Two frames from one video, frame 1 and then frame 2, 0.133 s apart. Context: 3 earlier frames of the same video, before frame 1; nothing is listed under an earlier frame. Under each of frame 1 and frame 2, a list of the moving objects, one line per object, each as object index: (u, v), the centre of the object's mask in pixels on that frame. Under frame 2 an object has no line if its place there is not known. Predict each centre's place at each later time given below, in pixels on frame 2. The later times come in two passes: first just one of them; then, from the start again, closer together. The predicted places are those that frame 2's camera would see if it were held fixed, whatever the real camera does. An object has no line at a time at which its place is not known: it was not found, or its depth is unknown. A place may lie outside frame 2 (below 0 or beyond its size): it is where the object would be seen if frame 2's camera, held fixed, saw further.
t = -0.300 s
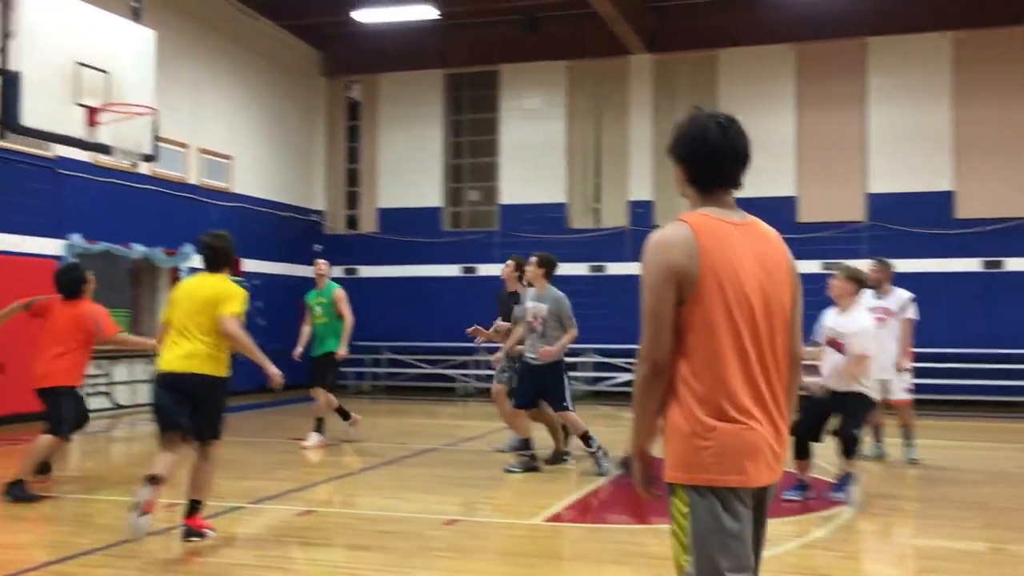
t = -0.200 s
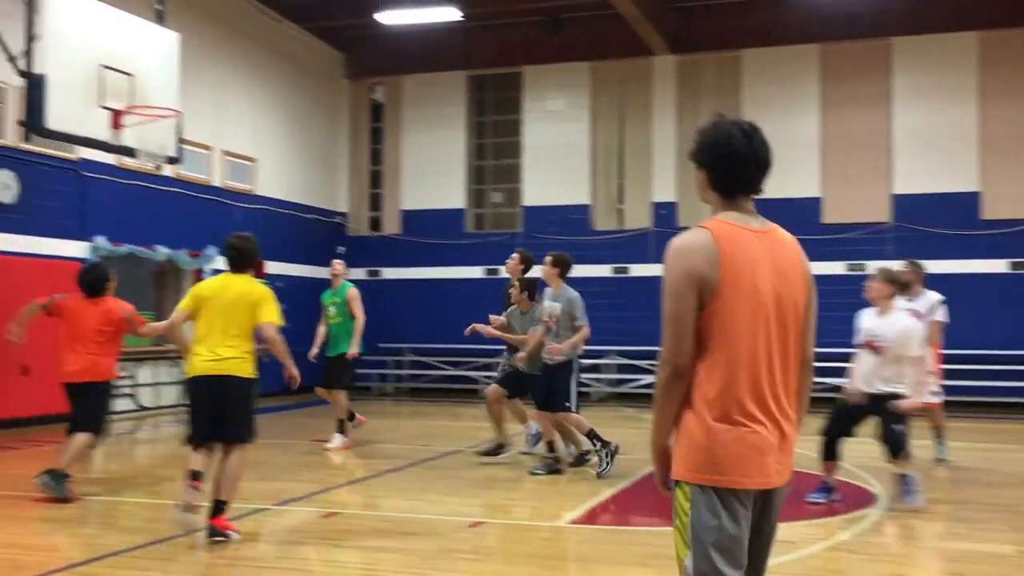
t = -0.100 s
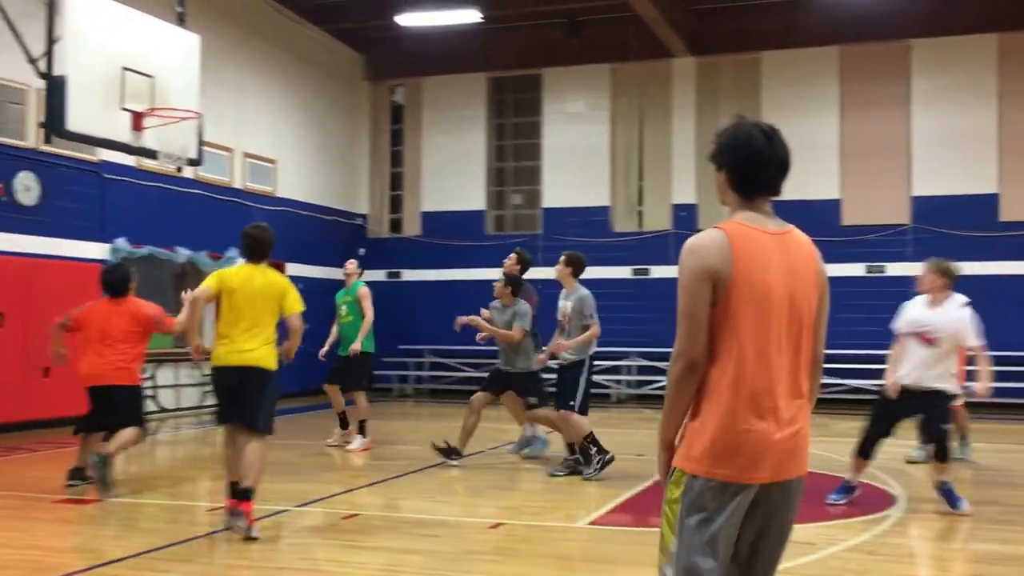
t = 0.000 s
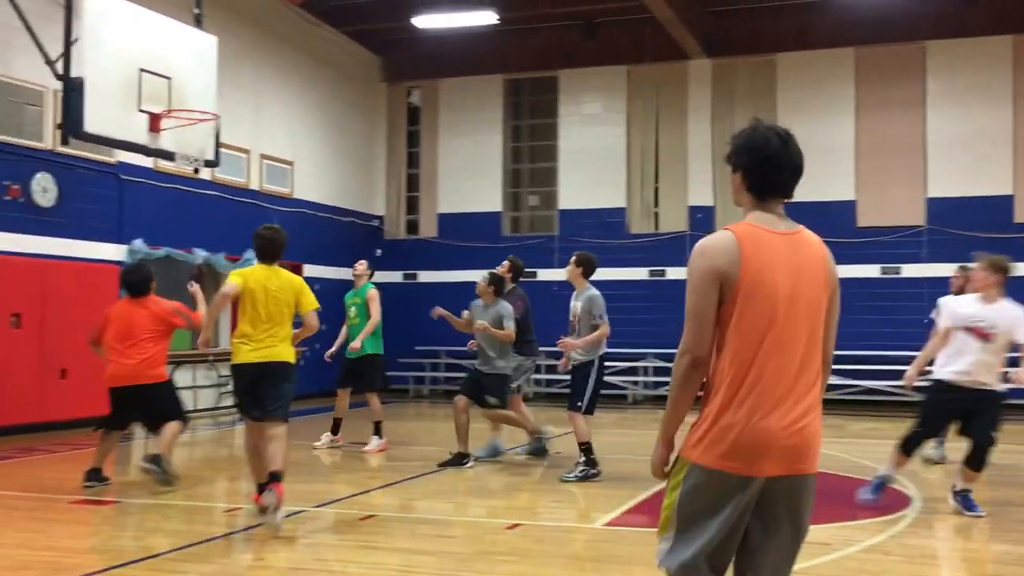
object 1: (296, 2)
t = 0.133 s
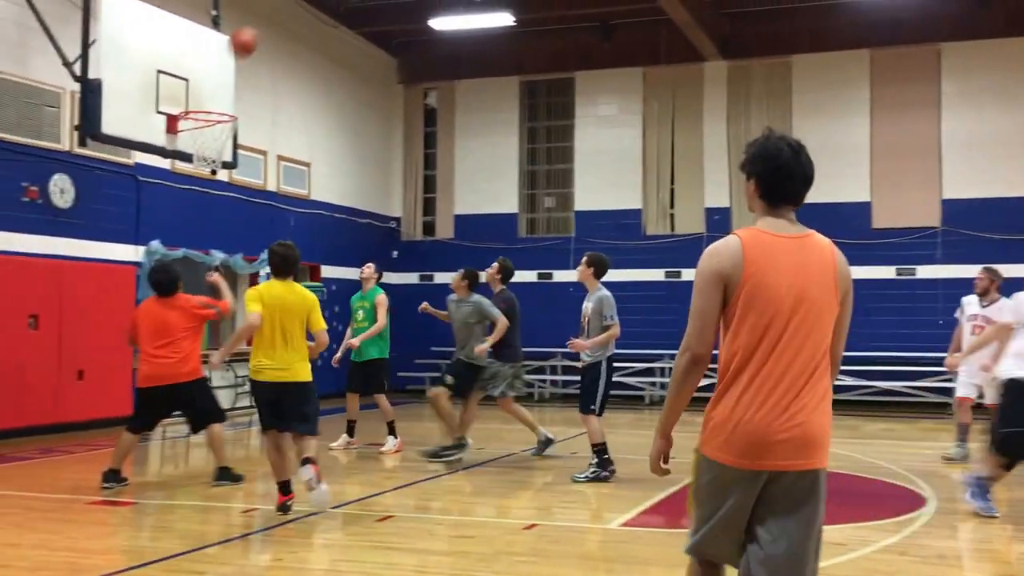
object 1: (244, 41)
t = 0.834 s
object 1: (394, 126)
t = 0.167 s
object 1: (226, 58)
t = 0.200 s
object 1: (210, 73)
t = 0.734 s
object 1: (354, 99)
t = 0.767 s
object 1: (367, 106)
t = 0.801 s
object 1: (380, 116)
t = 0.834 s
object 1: (394, 126)
